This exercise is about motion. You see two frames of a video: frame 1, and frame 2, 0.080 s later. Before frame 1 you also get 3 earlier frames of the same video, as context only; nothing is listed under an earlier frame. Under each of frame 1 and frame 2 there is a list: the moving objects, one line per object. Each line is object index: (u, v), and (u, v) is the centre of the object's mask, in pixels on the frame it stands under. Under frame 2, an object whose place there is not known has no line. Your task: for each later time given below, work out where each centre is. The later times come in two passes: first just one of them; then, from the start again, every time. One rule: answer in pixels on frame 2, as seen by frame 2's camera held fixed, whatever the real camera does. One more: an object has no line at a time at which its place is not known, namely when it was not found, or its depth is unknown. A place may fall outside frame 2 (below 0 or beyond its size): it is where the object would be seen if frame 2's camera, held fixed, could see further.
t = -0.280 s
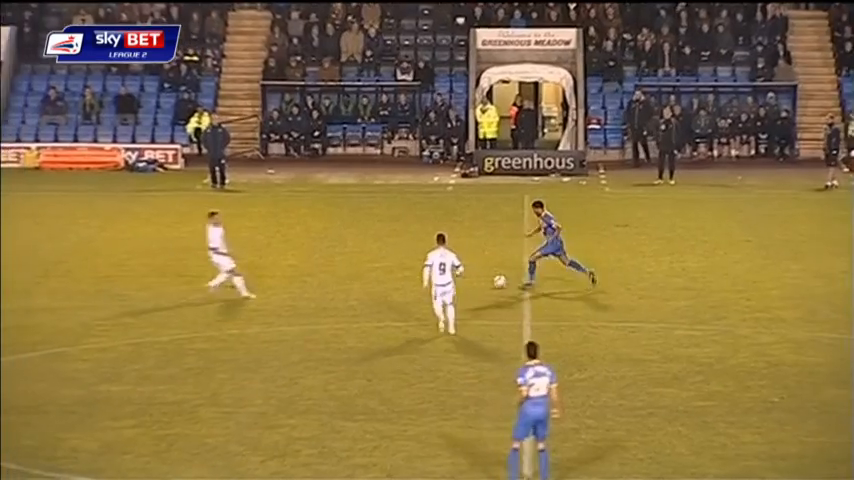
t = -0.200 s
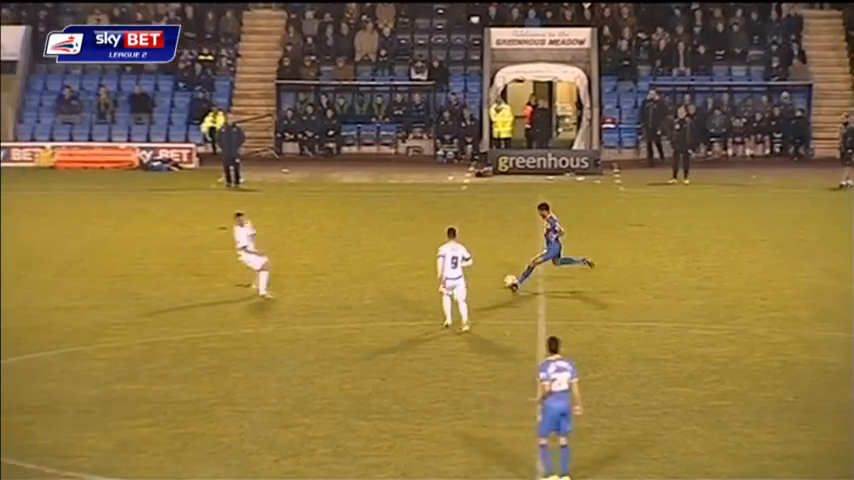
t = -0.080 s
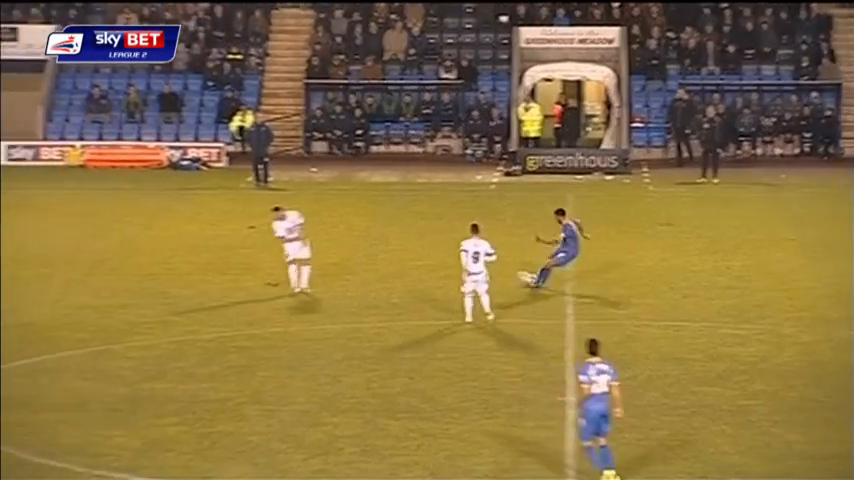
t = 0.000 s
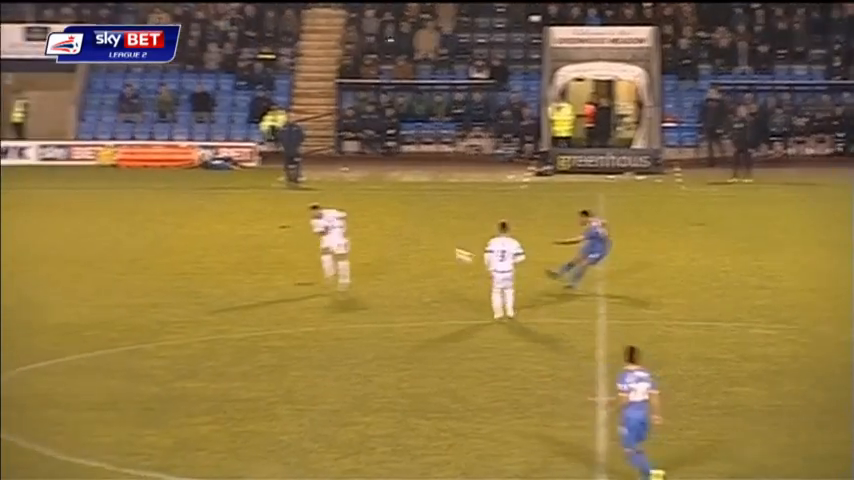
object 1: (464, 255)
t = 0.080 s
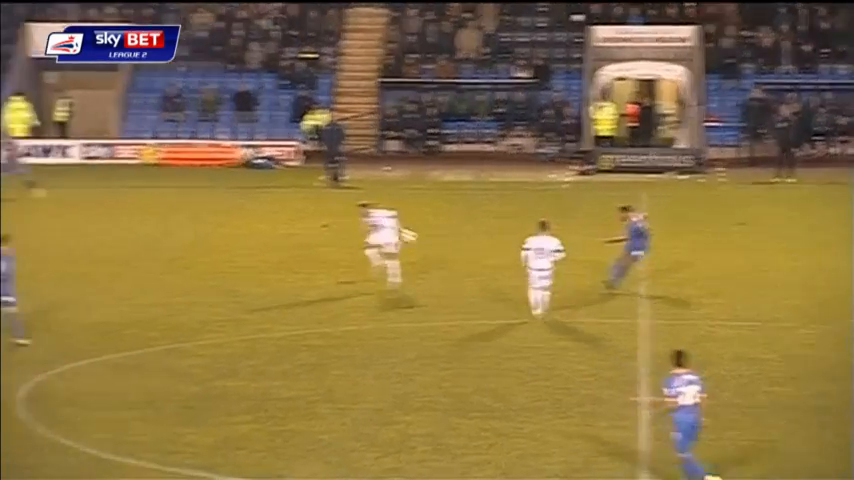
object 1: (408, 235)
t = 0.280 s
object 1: (161, 187)
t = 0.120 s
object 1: (359, 225)
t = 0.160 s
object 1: (310, 215)
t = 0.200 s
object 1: (262, 206)
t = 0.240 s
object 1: (211, 195)
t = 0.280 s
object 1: (161, 187)
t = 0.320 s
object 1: (112, 177)
